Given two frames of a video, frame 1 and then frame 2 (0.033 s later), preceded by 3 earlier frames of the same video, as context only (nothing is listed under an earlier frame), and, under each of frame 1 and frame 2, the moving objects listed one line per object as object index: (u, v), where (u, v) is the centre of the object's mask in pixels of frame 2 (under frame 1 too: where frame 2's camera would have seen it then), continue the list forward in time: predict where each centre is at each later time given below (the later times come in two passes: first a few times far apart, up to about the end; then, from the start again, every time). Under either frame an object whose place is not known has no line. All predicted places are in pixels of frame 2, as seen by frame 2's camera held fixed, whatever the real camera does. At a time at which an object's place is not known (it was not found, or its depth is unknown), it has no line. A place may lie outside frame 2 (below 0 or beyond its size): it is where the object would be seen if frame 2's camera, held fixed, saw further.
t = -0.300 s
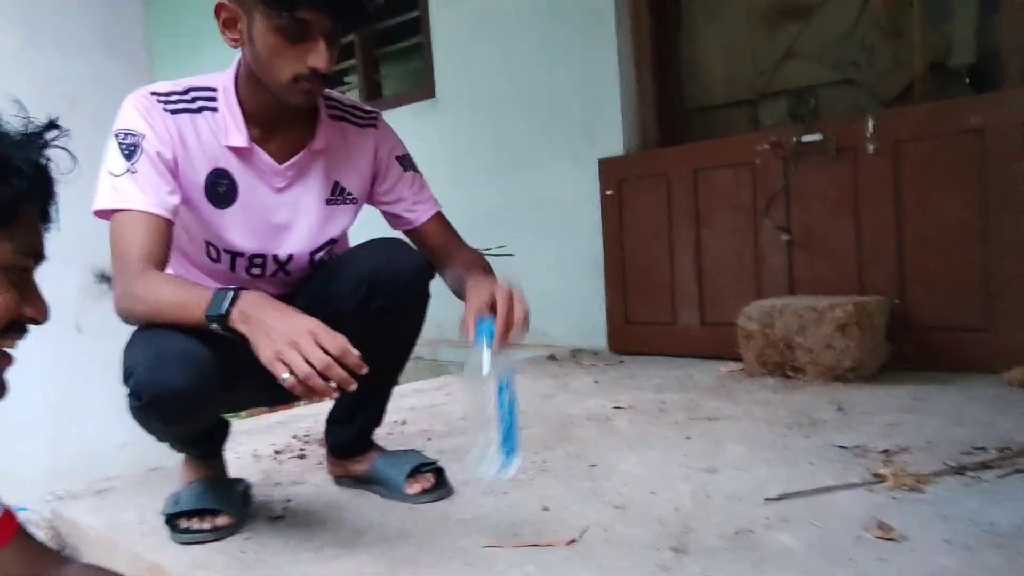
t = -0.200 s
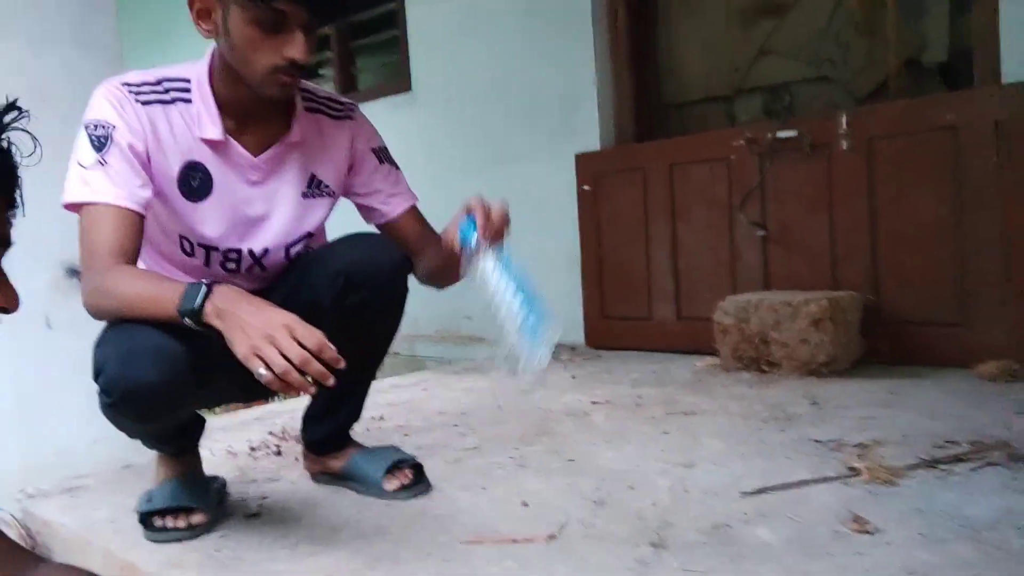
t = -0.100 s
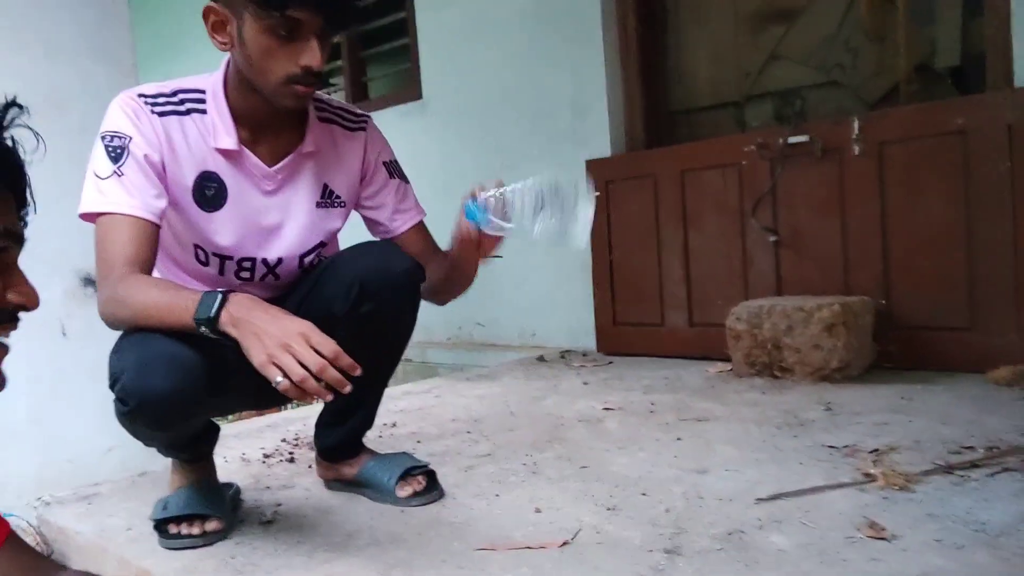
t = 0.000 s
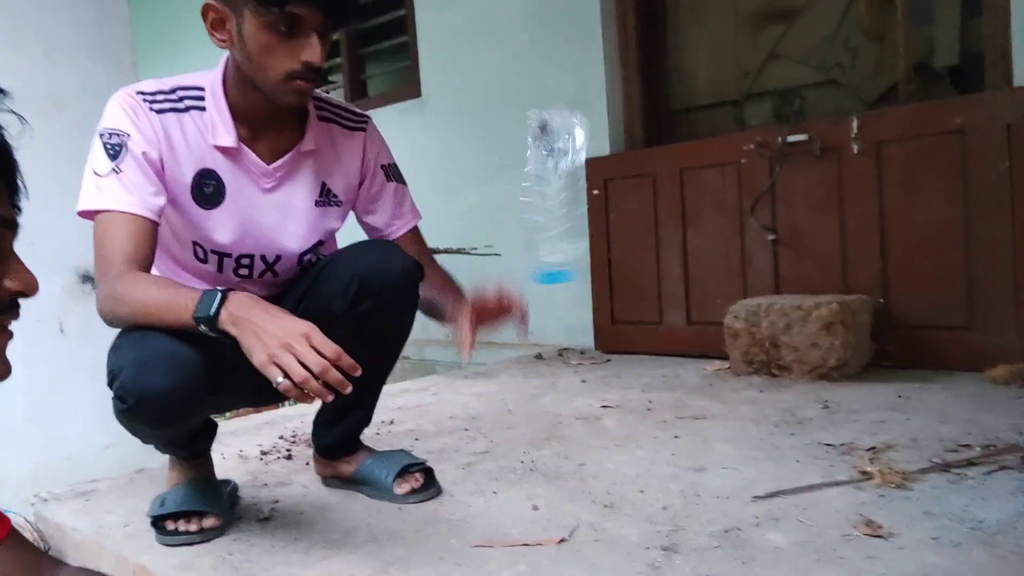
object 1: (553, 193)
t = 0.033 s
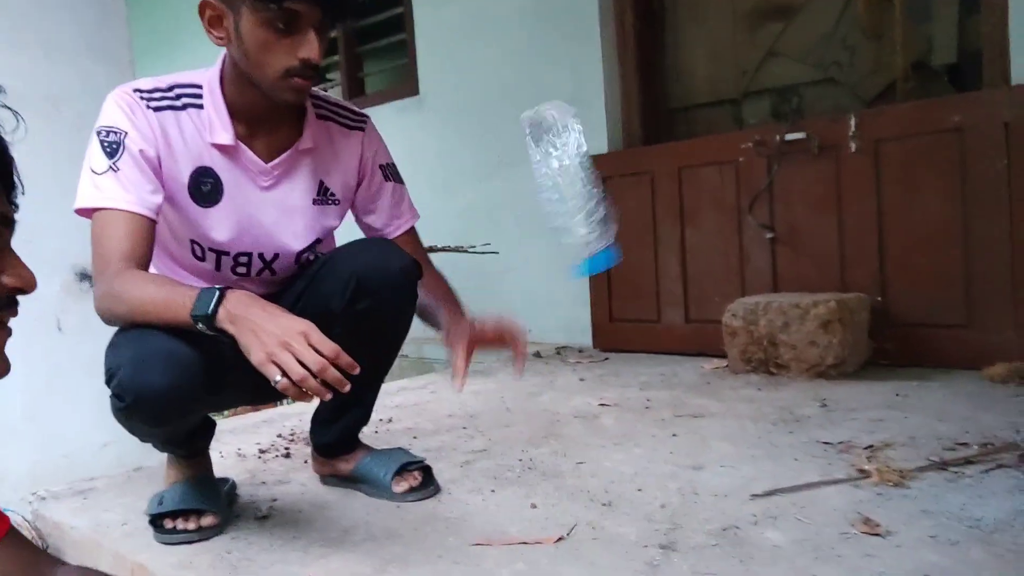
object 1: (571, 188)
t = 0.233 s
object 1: (585, 286)
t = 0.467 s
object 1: (556, 540)
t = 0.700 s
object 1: (528, 546)
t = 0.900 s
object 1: (530, 543)
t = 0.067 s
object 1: (588, 184)
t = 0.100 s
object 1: (596, 177)
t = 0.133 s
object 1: (598, 181)
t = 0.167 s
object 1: (593, 201)
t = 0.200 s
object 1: (587, 241)
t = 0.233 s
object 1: (585, 286)
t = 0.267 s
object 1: (580, 347)
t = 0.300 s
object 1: (578, 423)
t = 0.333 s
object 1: (579, 506)
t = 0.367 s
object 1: (567, 509)
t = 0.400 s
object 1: (561, 521)
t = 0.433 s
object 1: (560, 538)
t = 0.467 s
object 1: (556, 540)
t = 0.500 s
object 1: (537, 540)
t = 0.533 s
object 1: (530, 544)
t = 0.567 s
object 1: (528, 545)
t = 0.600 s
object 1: (526, 546)
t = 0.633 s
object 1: (528, 546)
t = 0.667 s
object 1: (530, 546)
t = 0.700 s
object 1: (528, 546)
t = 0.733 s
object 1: (527, 545)
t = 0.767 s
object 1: (528, 544)
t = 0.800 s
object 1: (528, 544)
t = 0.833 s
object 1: (530, 544)
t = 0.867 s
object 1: (531, 544)
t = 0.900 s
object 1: (530, 543)
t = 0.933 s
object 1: (529, 544)
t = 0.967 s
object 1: (527, 544)
